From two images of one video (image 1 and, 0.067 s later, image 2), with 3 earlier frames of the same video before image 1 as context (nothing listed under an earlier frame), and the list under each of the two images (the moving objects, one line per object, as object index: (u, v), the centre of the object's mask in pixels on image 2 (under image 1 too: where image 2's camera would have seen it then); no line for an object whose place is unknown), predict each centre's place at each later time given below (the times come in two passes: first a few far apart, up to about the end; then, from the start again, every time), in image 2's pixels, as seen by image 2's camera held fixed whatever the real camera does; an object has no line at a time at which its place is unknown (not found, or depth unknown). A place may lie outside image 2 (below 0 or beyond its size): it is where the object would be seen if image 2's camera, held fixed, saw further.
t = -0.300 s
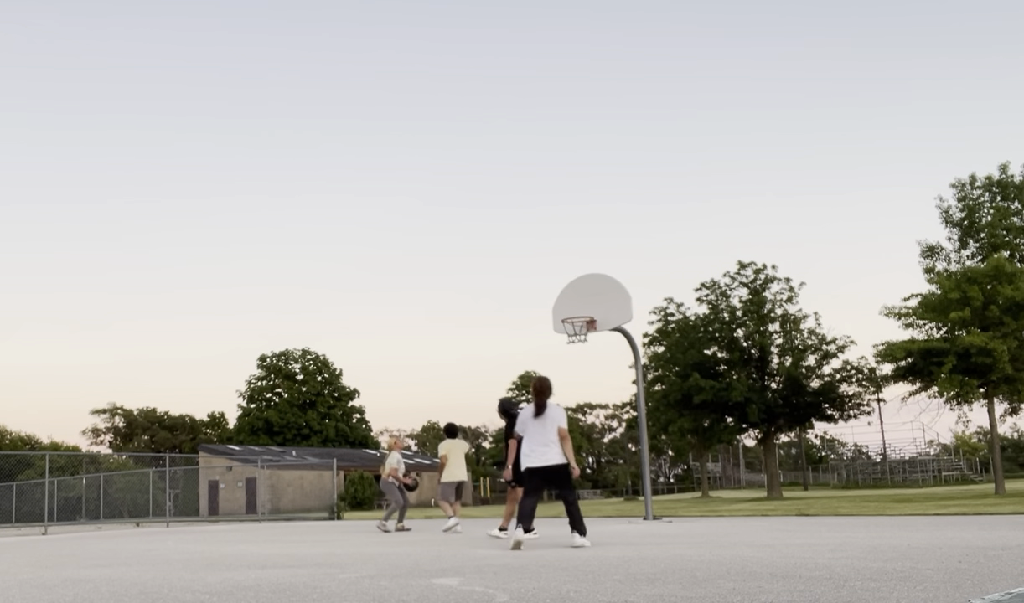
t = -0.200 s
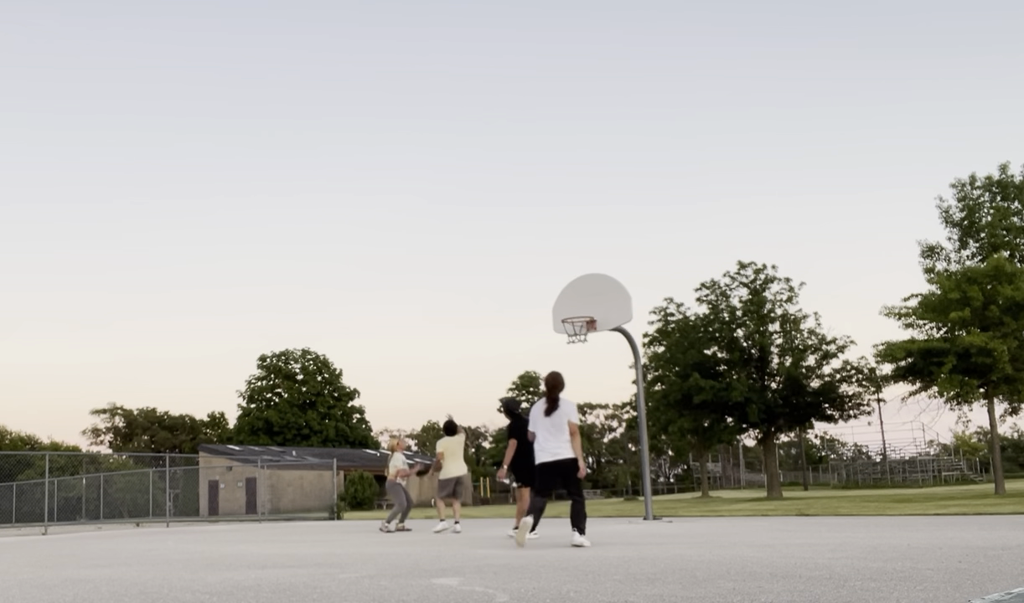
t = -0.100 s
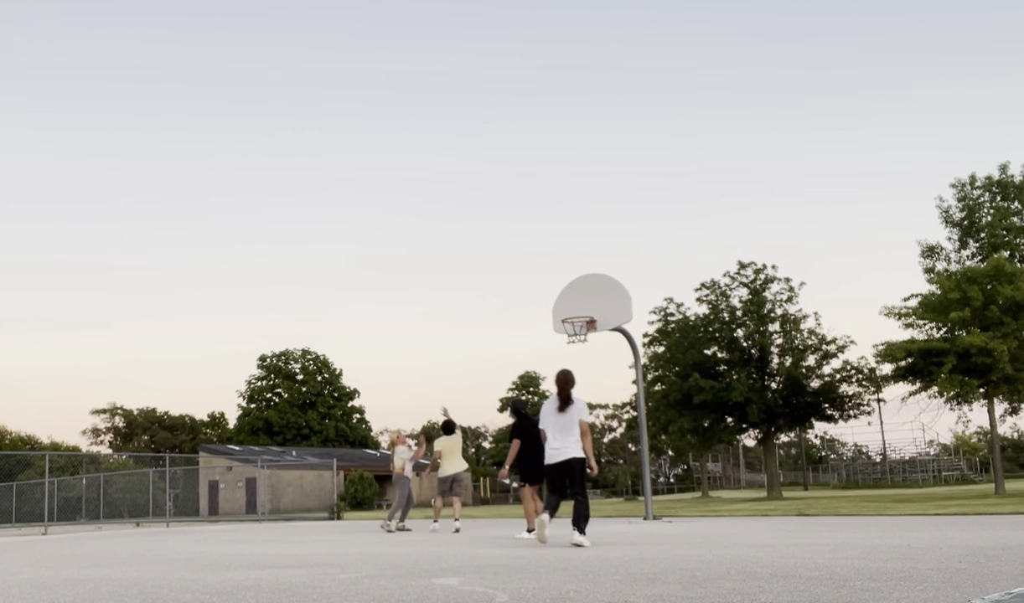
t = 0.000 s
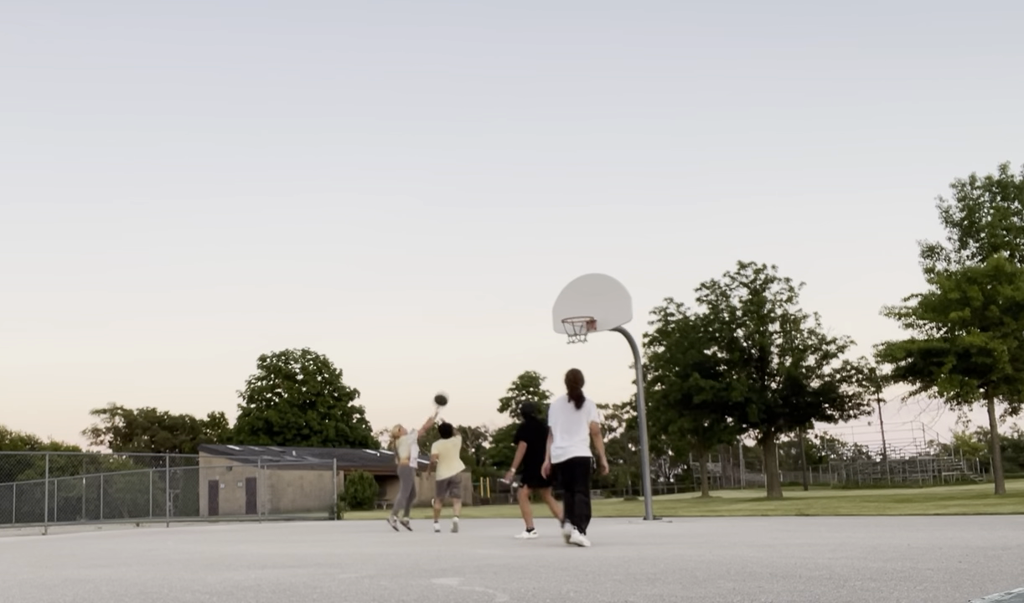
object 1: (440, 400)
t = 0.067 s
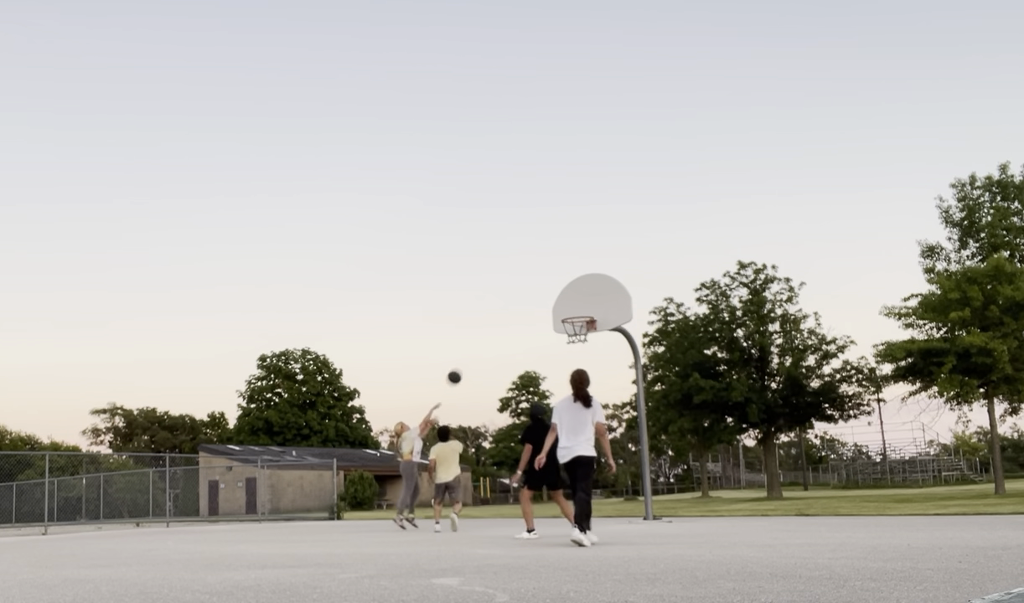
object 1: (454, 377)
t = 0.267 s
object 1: (495, 326)
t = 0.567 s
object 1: (558, 296)
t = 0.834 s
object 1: (588, 309)
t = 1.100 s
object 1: (555, 304)
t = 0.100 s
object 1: (460, 367)
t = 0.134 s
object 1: (467, 357)
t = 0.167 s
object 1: (474, 348)
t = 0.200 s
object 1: (481, 340)
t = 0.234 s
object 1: (488, 332)
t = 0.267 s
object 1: (495, 326)
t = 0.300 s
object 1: (502, 319)
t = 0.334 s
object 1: (508, 314)
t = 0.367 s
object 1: (515, 309)
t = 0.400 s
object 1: (522, 305)
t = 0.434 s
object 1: (529, 302)
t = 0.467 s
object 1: (536, 299)
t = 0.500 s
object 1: (543, 297)
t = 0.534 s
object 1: (551, 296)
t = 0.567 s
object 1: (558, 296)
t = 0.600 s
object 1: (565, 296)
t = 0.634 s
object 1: (572, 297)
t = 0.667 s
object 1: (579, 298)
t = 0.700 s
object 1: (583, 300)
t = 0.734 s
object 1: (585, 303)
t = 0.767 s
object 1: (587, 306)
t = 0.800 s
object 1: (589, 309)
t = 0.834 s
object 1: (588, 309)
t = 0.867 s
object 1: (583, 306)
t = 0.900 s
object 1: (579, 304)
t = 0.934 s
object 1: (575, 302)
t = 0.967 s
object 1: (571, 301)
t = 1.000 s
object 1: (567, 301)
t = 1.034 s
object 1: (563, 301)
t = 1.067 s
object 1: (559, 302)
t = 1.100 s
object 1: (555, 304)
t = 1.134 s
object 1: (551, 307)
